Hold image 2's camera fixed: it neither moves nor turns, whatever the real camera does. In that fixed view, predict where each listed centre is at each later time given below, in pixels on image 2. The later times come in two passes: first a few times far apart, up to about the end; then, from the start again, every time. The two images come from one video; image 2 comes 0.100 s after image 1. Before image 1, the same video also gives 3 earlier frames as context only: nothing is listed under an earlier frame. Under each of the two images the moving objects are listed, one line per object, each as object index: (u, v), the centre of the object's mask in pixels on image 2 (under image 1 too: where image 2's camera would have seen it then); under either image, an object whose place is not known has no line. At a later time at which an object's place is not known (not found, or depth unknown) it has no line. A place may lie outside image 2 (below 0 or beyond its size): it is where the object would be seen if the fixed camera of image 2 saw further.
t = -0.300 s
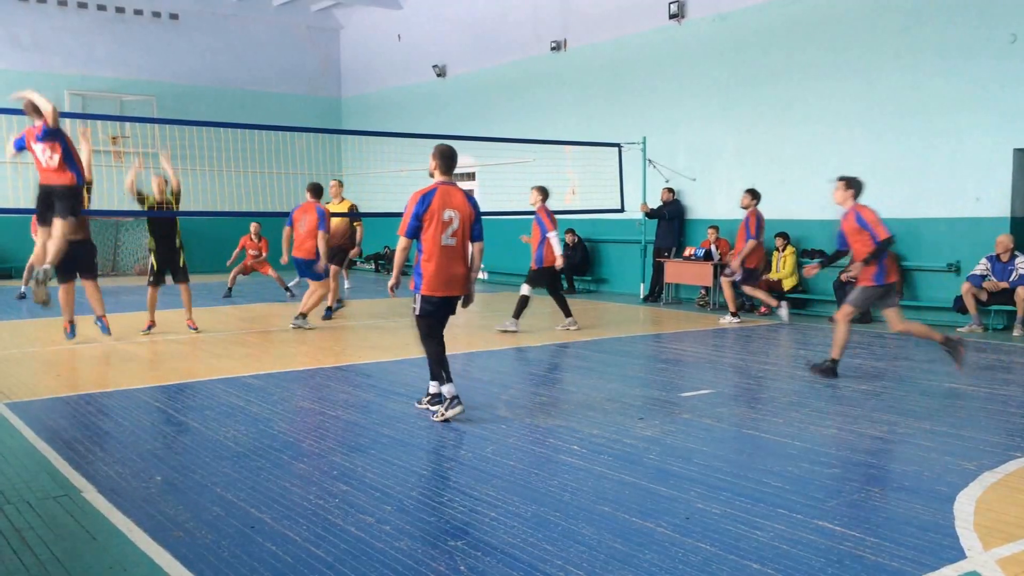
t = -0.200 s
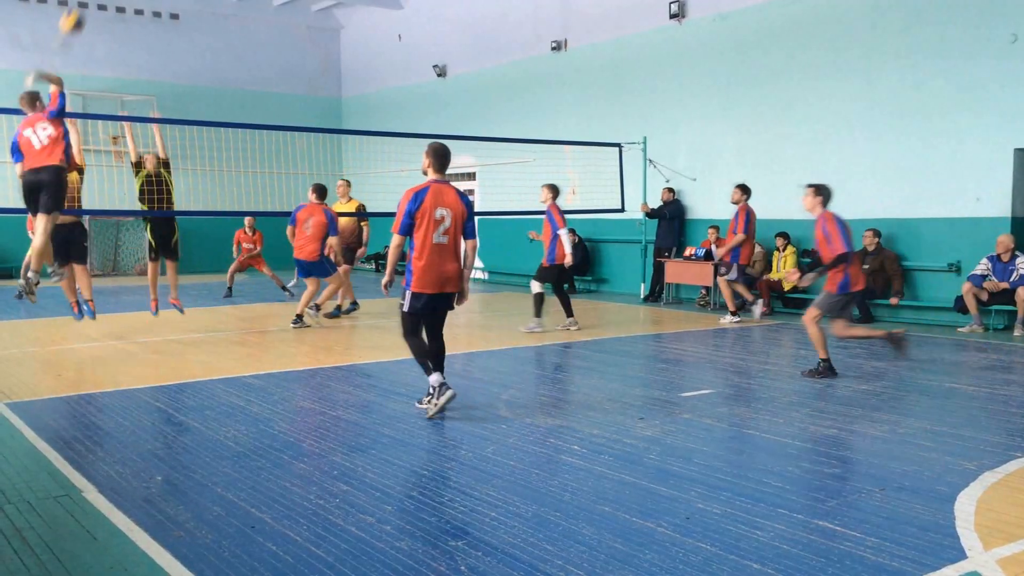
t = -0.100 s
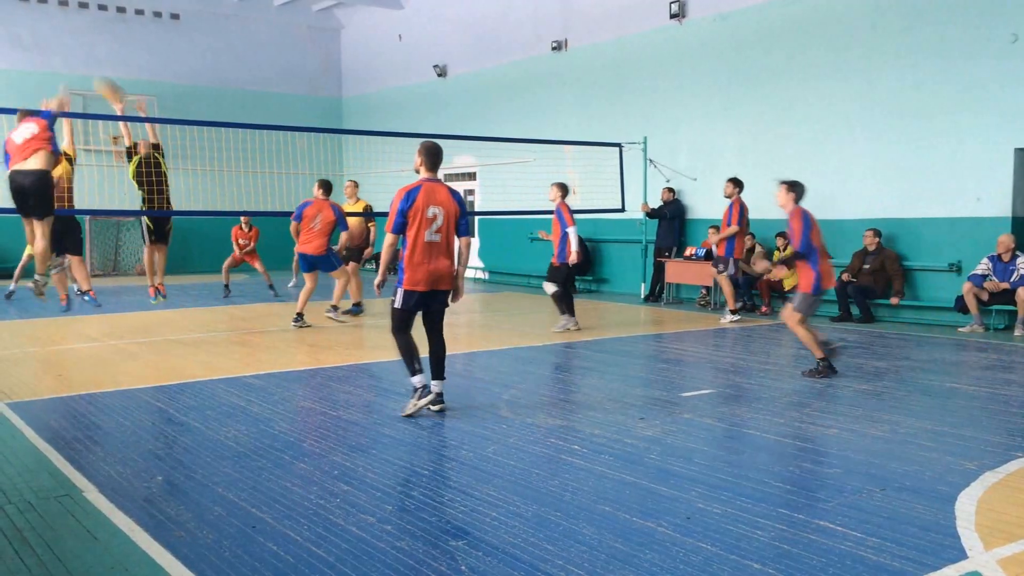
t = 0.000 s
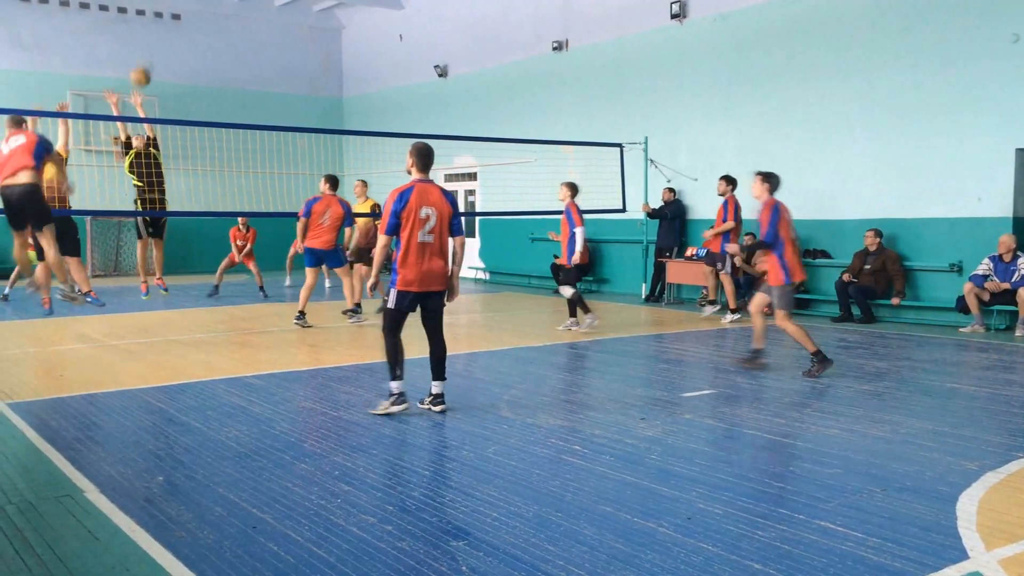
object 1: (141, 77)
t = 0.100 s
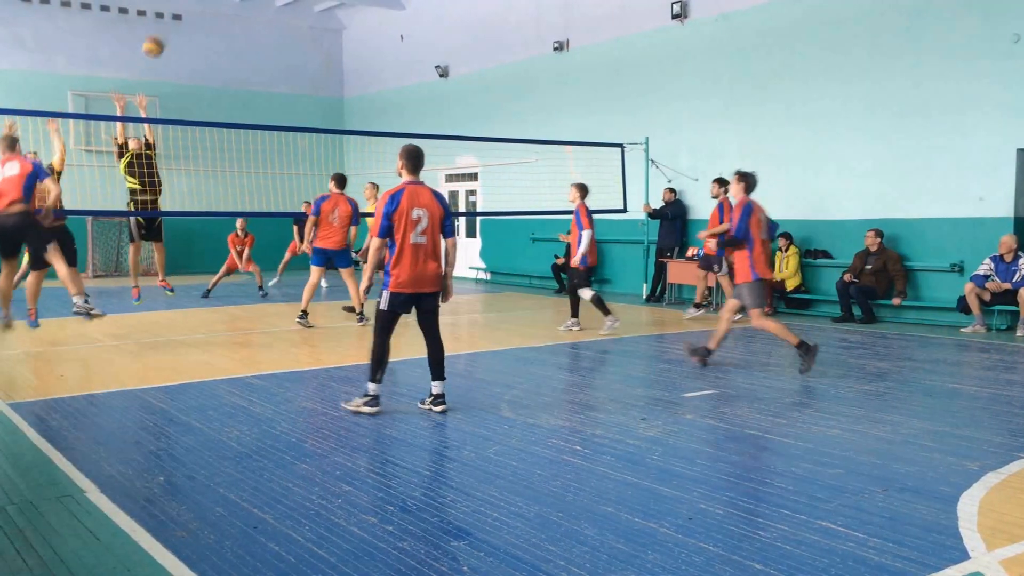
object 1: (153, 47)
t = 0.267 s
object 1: (176, 14)
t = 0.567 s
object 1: (228, 25)
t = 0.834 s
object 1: (285, 131)
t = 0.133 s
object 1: (158, 38)
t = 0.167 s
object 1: (162, 30)
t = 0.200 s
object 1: (166, 24)
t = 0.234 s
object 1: (170, 19)
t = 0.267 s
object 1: (176, 14)
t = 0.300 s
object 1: (181, 10)
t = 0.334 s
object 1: (186, 9)
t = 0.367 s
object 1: (192, 8)
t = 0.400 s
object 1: (198, 8)
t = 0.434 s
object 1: (203, 9)
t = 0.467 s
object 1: (209, 11)
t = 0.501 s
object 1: (215, 14)
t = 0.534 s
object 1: (221, 19)
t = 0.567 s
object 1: (228, 25)
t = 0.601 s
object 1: (235, 33)
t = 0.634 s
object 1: (241, 43)
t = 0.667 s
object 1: (248, 53)
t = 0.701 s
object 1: (256, 65)
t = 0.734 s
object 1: (262, 80)
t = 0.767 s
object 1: (270, 95)
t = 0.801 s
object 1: (277, 112)
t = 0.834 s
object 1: (285, 131)
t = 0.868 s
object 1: (293, 152)
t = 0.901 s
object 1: (300, 174)
